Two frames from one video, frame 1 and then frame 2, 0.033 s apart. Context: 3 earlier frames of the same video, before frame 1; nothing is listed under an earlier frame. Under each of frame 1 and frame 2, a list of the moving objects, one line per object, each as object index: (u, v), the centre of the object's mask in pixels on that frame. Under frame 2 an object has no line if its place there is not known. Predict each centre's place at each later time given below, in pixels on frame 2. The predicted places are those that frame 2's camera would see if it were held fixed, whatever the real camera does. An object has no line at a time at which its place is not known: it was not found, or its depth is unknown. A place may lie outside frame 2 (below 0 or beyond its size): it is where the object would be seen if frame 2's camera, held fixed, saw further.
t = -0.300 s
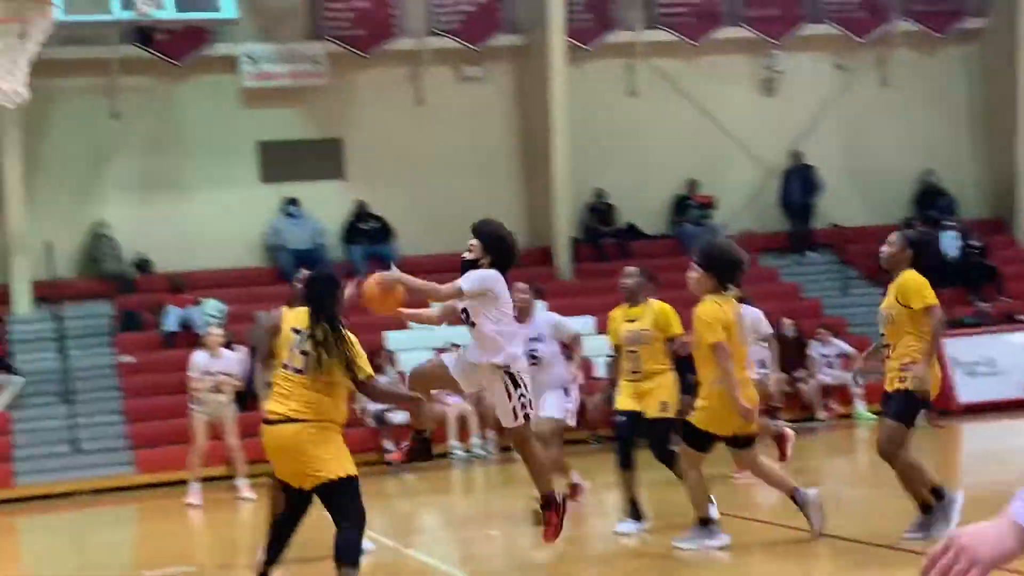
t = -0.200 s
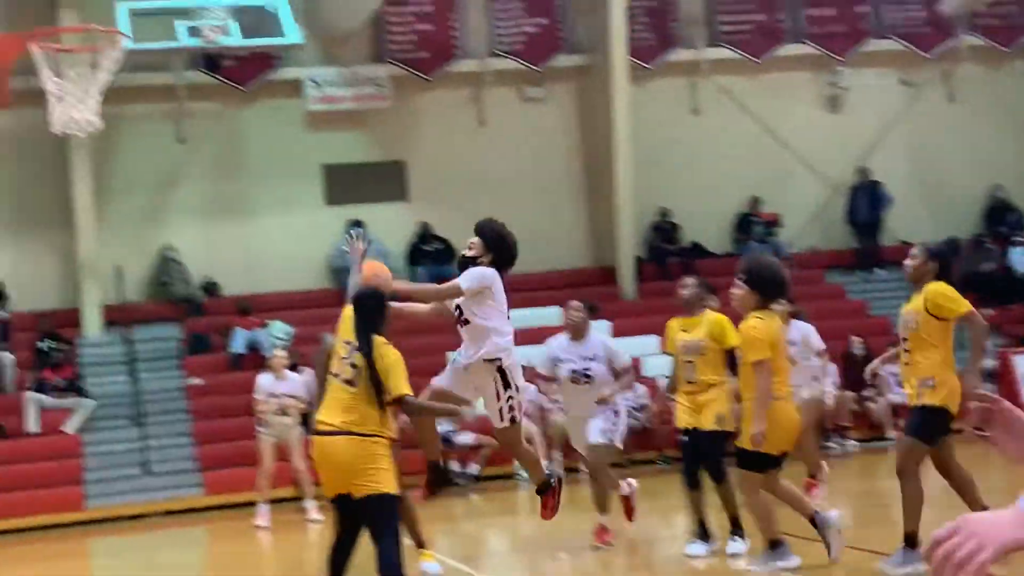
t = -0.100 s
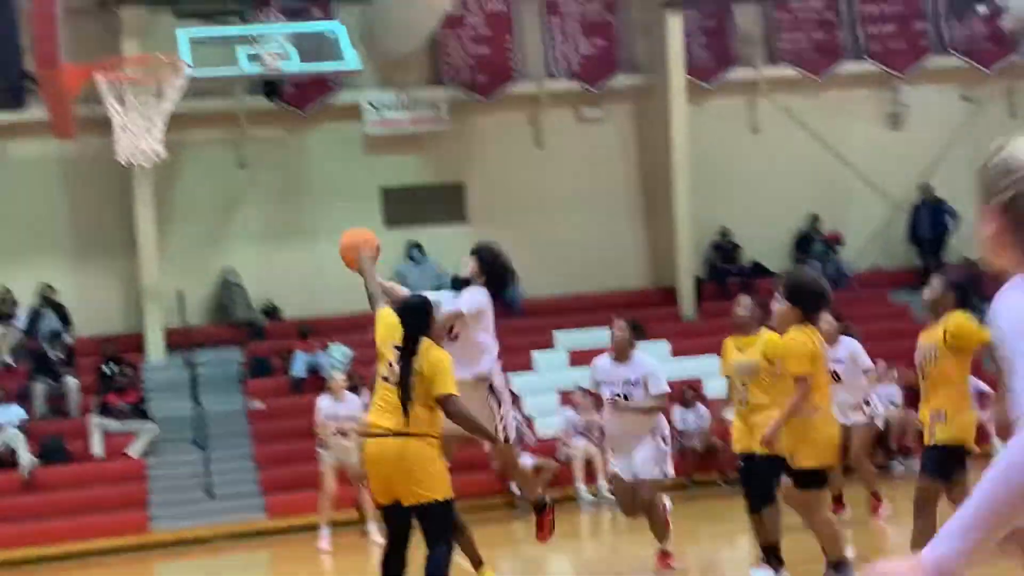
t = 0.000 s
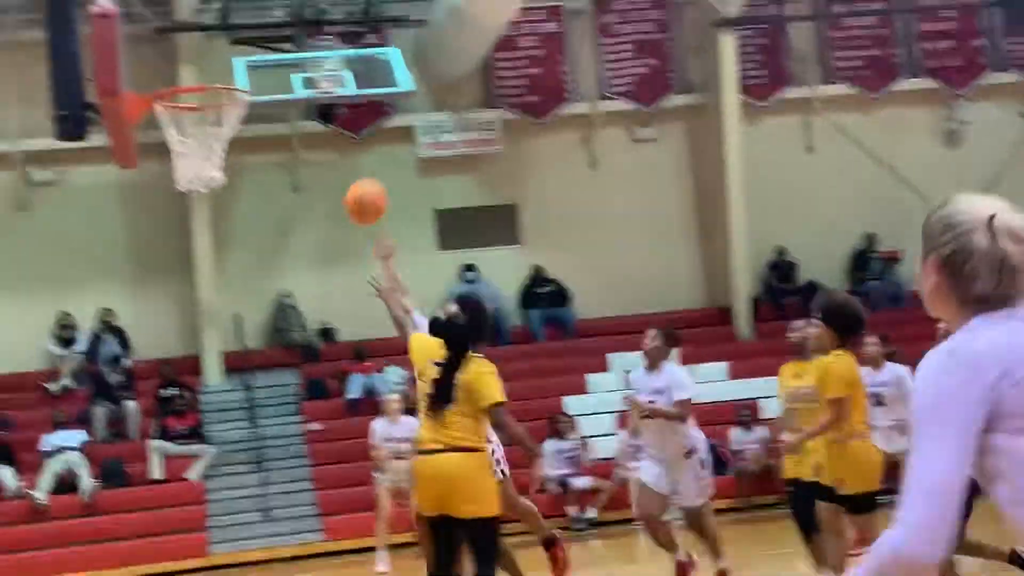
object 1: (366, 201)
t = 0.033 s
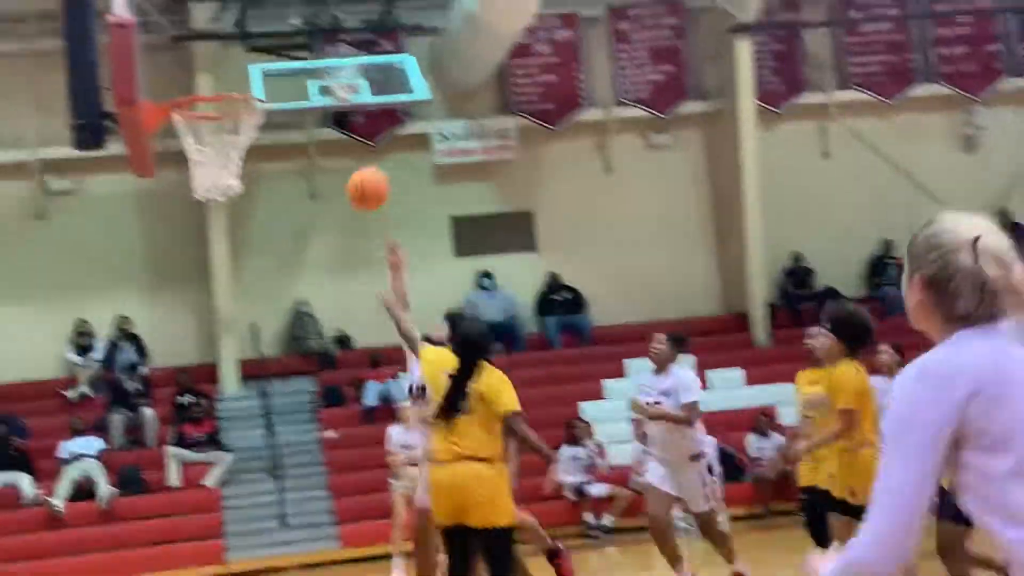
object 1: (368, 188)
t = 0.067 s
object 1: (352, 168)
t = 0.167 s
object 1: (307, 119)
